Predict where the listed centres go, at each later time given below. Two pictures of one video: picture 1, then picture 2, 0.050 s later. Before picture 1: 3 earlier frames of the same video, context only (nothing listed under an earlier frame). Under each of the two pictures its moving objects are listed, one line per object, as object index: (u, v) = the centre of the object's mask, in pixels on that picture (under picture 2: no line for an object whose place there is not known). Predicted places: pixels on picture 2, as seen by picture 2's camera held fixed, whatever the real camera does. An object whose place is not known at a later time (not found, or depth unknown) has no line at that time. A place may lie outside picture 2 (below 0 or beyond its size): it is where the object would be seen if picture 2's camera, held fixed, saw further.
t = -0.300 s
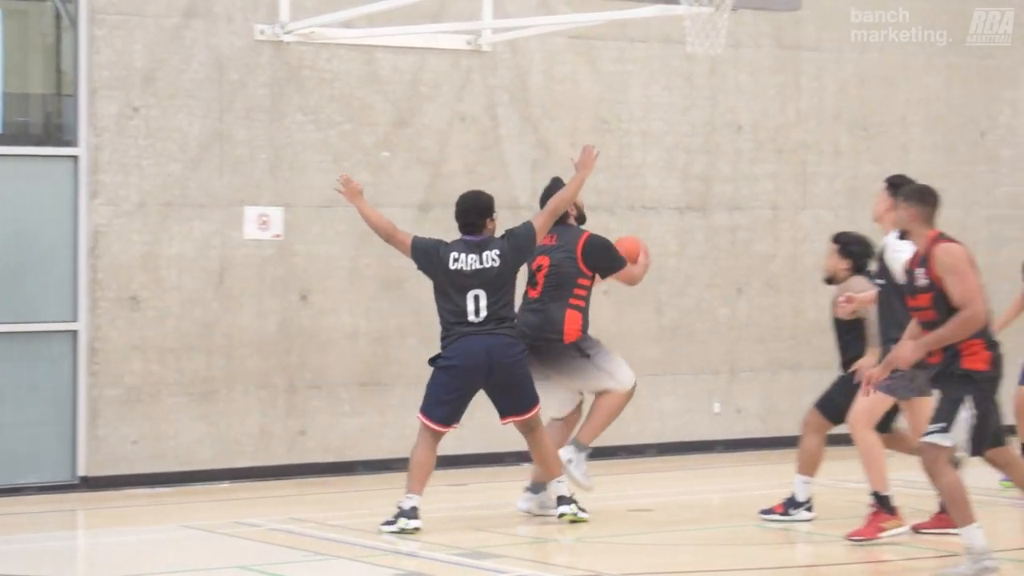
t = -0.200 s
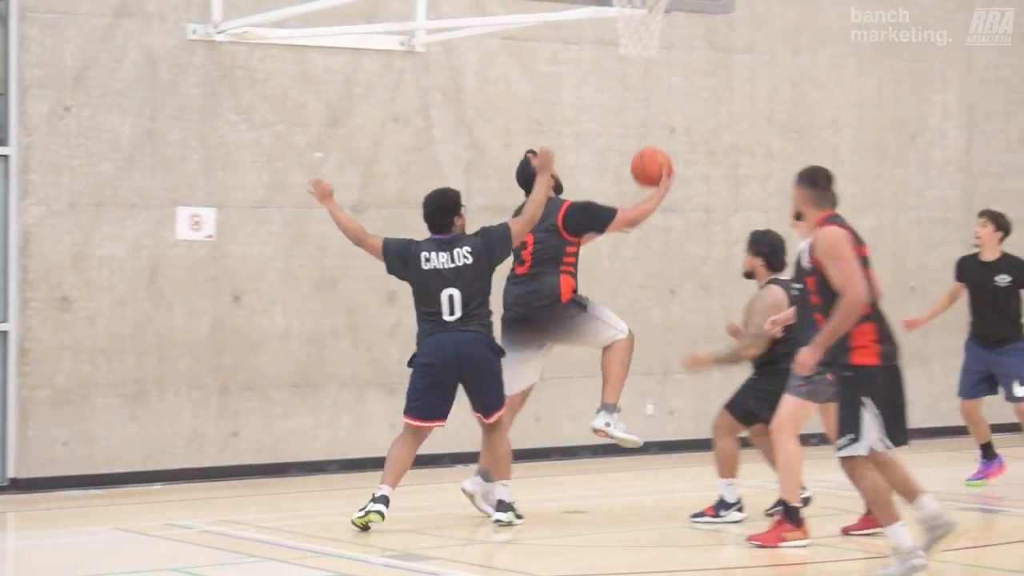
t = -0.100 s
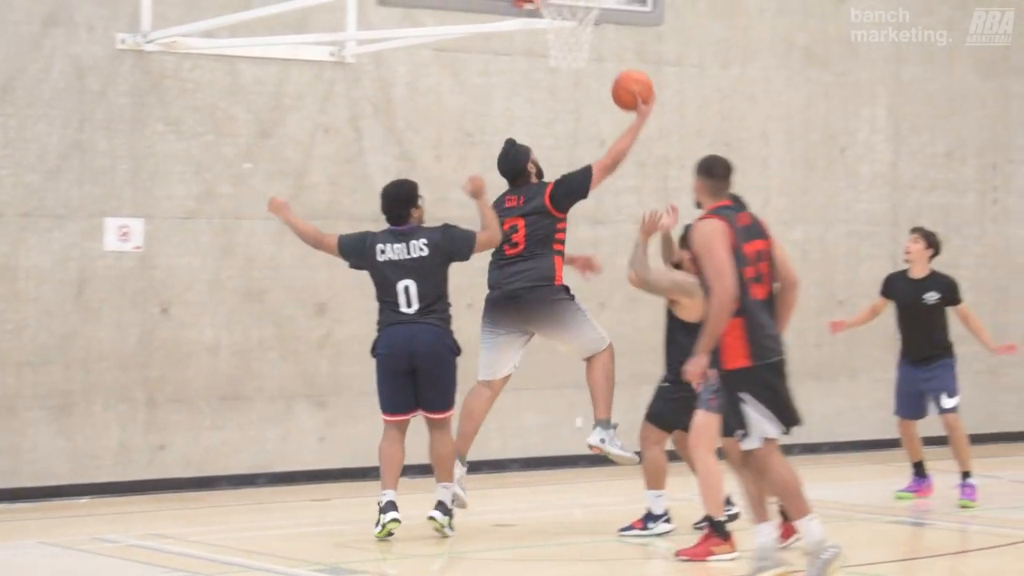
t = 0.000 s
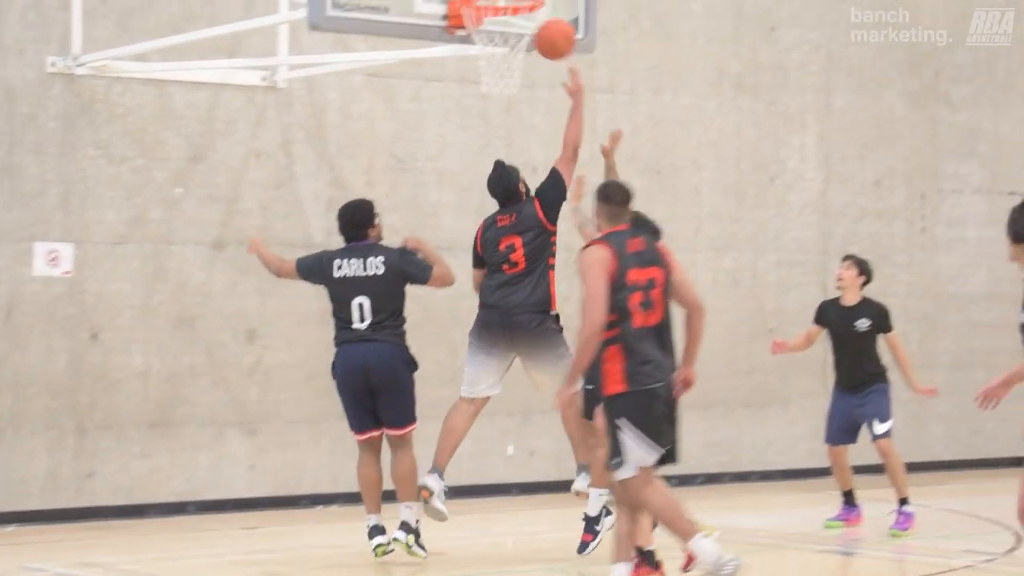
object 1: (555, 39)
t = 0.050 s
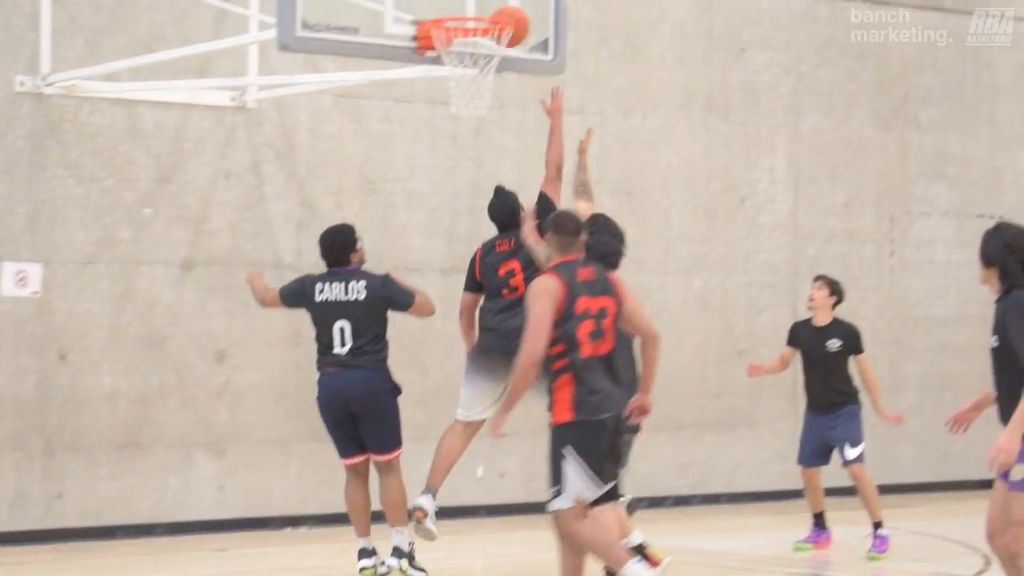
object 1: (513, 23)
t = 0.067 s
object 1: (506, 10)
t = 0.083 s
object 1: (498, 2)
